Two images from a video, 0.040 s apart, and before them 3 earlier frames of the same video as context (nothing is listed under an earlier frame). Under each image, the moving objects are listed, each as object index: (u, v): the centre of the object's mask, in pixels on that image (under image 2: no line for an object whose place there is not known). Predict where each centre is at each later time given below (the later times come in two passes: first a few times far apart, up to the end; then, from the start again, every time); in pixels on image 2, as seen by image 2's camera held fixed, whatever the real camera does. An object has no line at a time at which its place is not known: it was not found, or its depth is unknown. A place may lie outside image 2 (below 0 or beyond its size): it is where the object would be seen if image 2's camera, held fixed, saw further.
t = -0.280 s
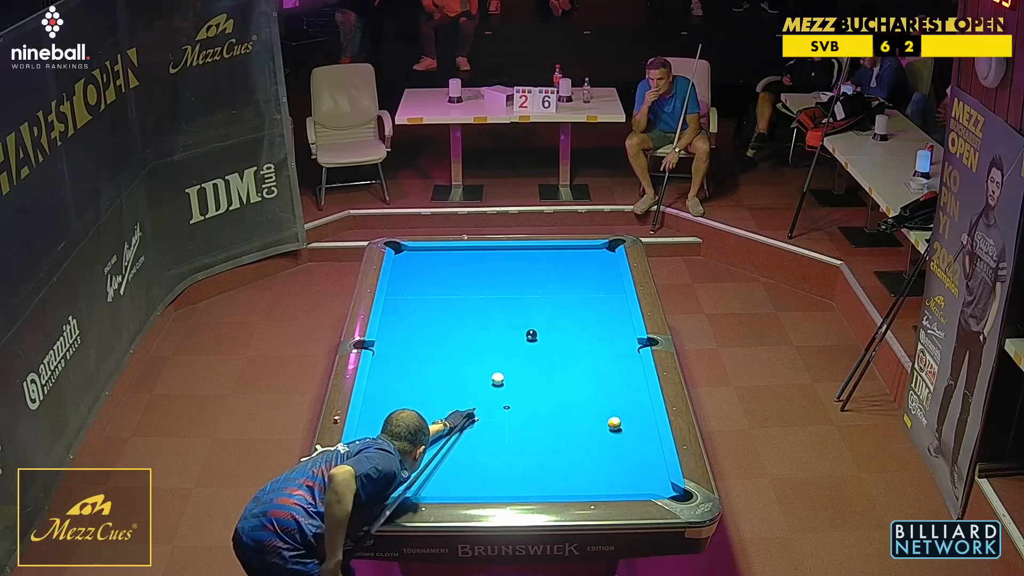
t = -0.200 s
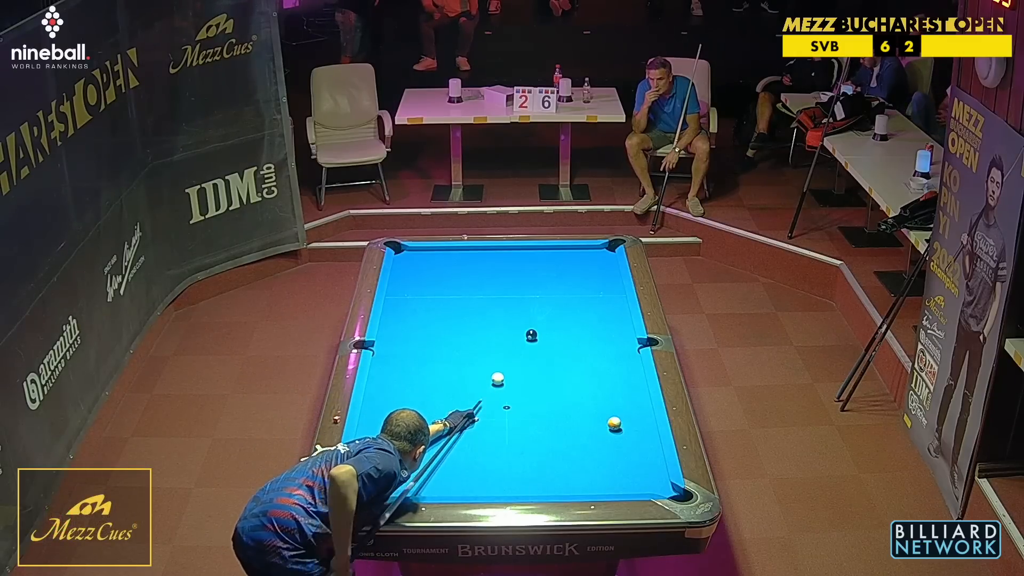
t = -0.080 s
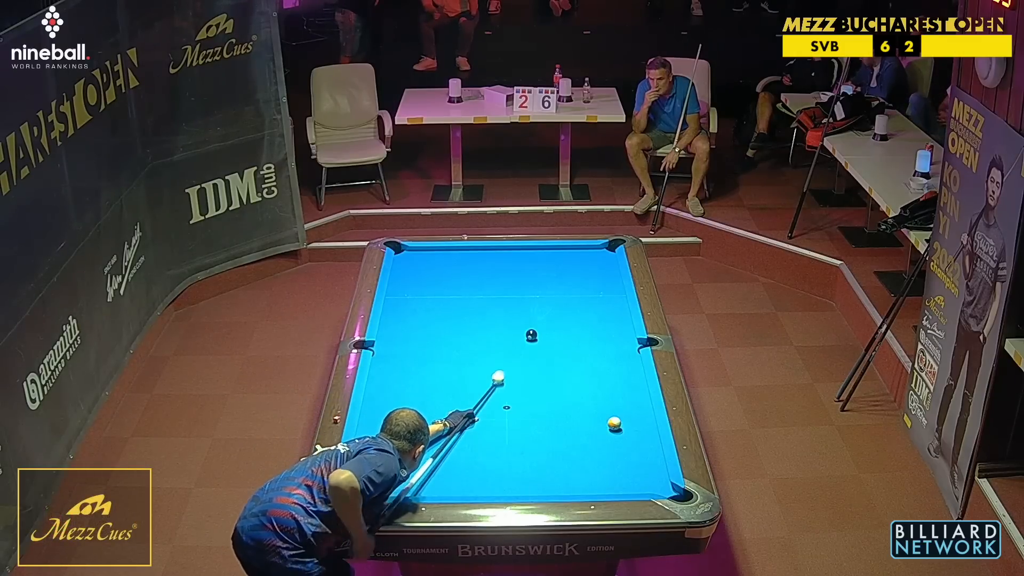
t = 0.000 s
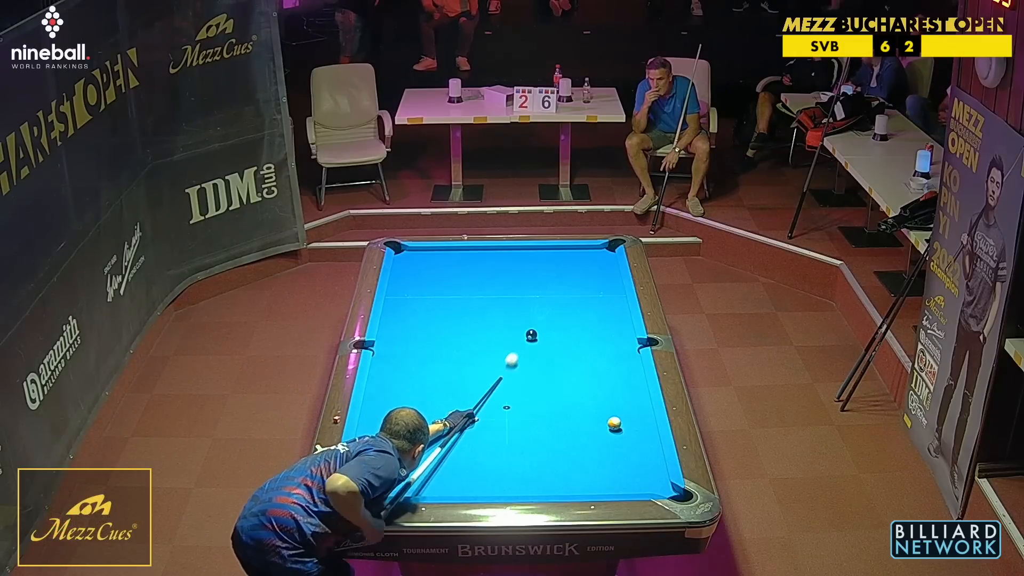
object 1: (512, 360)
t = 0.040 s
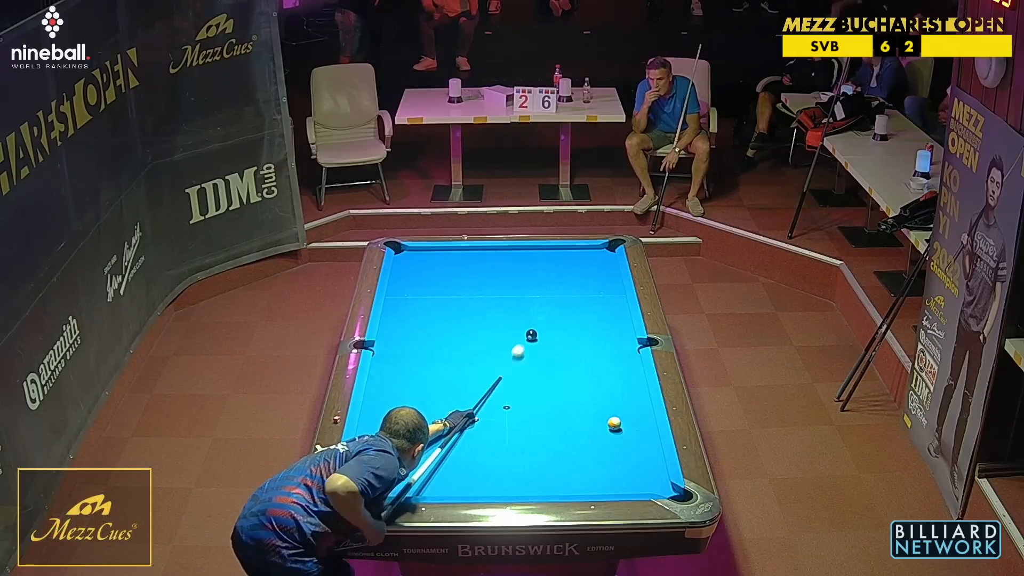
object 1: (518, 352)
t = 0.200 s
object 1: (526, 339)
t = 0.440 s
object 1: (523, 339)
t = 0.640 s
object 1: (521, 339)
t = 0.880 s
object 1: (520, 339)
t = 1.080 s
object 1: (519, 339)
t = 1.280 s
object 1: (519, 339)
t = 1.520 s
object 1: (519, 339)
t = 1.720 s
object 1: (519, 339)
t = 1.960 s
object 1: (519, 339)
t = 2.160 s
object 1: (519, 339)
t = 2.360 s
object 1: (519, 339)
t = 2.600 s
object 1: (519, 339)
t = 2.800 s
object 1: (519, 339)
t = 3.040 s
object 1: (519, 339)
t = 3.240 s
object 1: (519, 339)
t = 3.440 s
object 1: (519, 339)
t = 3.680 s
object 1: (519, 339)
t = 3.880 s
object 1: (519, 339)
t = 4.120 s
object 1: (519, 339)
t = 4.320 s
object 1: (519, 339)
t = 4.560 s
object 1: (519, 339)
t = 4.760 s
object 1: (519, 339)
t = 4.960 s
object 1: (519, 339)
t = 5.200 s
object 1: (519, 339)
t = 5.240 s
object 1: (519, 339)
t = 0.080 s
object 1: (523, 345)
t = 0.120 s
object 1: (527, 340)
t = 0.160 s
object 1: (526, 340)
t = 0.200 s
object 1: (526, 339)
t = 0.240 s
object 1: (525, 339)
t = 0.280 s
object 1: (525, 339)
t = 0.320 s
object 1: (524, 339)
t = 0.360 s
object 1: (524, 339)
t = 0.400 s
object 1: (523, 339)
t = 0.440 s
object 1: (523, 339)
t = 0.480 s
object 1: (522, 339)
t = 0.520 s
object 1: (522, 339)
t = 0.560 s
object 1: (522, 339)
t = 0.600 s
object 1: (521, 339)
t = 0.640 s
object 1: (521, 339)
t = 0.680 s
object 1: (521, 339)
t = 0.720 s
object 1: (520, 339)
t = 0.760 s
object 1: (520, 339)
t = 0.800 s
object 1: (520, 339)
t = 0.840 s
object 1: (520, 339)
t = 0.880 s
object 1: (520, 339)
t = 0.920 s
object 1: (520, 339)
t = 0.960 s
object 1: (519, 339)
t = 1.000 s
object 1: (519, 339)
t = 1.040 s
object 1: (519, 339)
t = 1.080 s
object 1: (519, 339)
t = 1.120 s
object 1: (519, 339)
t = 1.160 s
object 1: (519, 339)
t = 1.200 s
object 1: (519, 339)
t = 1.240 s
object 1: (519, 339)
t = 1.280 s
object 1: (519, 339)
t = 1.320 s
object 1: (519, 339)
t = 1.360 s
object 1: (519, 339)
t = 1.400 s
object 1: (519, 339)
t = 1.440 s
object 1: (519, 339)
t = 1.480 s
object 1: (519, 339)
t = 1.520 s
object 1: (519, 339)
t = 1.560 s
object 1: (519, 339)
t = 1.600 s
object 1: (519, 339)
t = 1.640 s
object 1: (519, 339)
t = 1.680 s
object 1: (519, 339)
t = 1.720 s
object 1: (519, 339)
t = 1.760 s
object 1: (519, 339)
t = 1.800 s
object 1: (519, 339)
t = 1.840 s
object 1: (519, 339)
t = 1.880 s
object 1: (519, 339)
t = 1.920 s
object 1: (519, 339)
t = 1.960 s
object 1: (519, 339)
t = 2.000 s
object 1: (519, 339)
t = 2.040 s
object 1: (519, 339)
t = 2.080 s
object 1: (519, 339)
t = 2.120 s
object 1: (519, 339)
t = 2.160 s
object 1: (519, 339)
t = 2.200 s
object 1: (519, 339)
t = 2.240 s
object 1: (519, 339)
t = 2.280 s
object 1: (519, 339)
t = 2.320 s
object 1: (519, 339)
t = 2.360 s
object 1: (519, 339)
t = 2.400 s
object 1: (519, 339)
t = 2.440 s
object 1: (519, 339)
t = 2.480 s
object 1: (519, 339)
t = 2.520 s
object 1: (519, 339)
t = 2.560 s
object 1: (519, 339)
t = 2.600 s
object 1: (519, 339)
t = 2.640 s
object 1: (519, 339)
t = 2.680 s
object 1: (519, 339)
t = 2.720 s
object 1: (519, 339)
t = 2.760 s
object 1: (519, 339)
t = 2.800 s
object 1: (519, 339)
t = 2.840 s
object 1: (519, 339)
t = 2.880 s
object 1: (519, 339)
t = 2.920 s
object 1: (519, 339)
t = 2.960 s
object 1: (519, 339)
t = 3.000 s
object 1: (519, 339)
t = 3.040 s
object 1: (519, 339)
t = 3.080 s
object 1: (519, 339)
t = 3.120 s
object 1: (519, 339)
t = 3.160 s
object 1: (519, 339)
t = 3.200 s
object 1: (519, 339)
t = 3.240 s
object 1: (519, 339)
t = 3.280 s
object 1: (519, 339)
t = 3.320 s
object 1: (519, 339)
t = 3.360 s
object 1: (519, 339)
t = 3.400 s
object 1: (519, 339)
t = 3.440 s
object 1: (519, 339)
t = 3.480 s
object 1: (519, 339)
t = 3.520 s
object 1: (519, 339)
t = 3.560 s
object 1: (519, 339)
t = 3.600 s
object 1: (519, 339)
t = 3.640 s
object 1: (519, 339)
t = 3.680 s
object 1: (519, 339)
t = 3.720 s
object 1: (519, 339)
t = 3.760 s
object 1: (519, 339)
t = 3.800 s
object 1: (519, 339)
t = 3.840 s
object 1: (519, 339)
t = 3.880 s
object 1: (519, 339)
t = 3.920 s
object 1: (519, 339)
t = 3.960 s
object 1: (519, 339)
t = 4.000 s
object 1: (519, 339)
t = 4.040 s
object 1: (519, 339)
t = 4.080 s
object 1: (519, 339)
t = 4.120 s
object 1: (519, 339)
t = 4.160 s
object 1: (519, 339)
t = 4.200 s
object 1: (519, 339)
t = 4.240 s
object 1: (519, 339)
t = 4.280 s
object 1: (519, 339)
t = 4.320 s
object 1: (519, 339)
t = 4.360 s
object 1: (519, 339)
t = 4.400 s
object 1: (519, 339)
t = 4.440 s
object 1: (519, 339)
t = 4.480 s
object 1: (519, 339)
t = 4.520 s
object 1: (519, 339)
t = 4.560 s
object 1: (519, 339)
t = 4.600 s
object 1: (519, 339)
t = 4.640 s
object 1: (519, 339)
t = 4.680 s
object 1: (519, 339)
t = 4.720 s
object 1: (519, 339)
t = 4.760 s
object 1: (519, 339)
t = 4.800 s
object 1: (519, 339)
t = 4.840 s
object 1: (519, 339)
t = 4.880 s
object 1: (519, 339)
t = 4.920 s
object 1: (519, 339)
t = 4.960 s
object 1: (519, 339)
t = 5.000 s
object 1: (519, 339)
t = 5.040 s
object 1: (519, 339)
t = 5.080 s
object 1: (519, 339)
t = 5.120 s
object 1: (519, 339)
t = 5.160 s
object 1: (519, 339)
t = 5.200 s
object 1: (519, 339)
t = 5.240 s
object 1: (519, 339)
